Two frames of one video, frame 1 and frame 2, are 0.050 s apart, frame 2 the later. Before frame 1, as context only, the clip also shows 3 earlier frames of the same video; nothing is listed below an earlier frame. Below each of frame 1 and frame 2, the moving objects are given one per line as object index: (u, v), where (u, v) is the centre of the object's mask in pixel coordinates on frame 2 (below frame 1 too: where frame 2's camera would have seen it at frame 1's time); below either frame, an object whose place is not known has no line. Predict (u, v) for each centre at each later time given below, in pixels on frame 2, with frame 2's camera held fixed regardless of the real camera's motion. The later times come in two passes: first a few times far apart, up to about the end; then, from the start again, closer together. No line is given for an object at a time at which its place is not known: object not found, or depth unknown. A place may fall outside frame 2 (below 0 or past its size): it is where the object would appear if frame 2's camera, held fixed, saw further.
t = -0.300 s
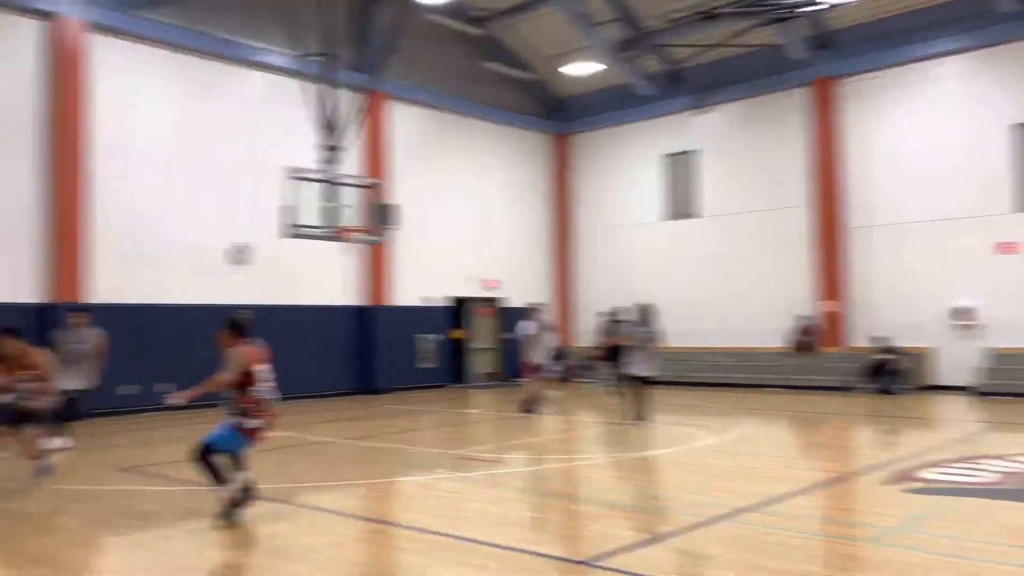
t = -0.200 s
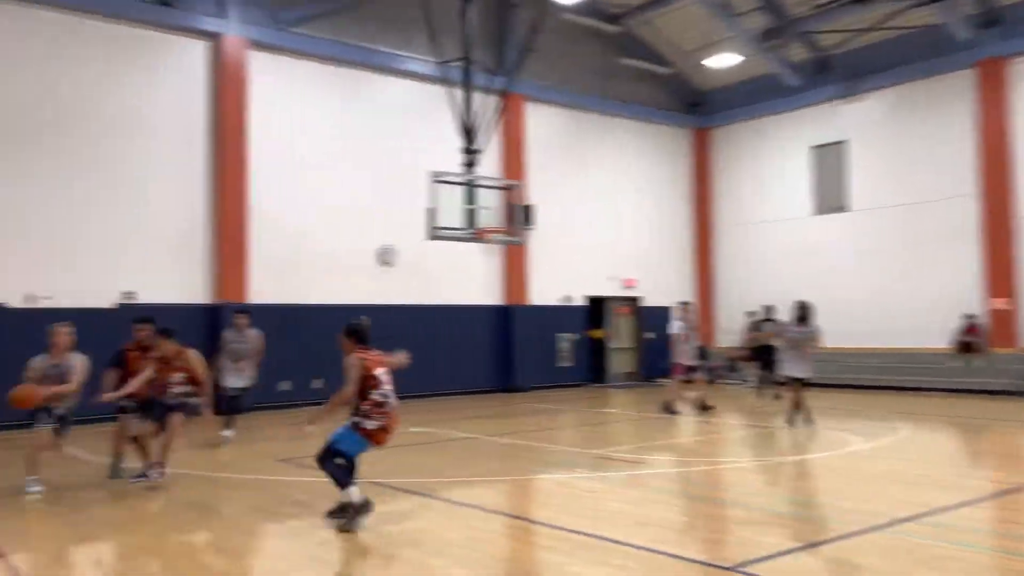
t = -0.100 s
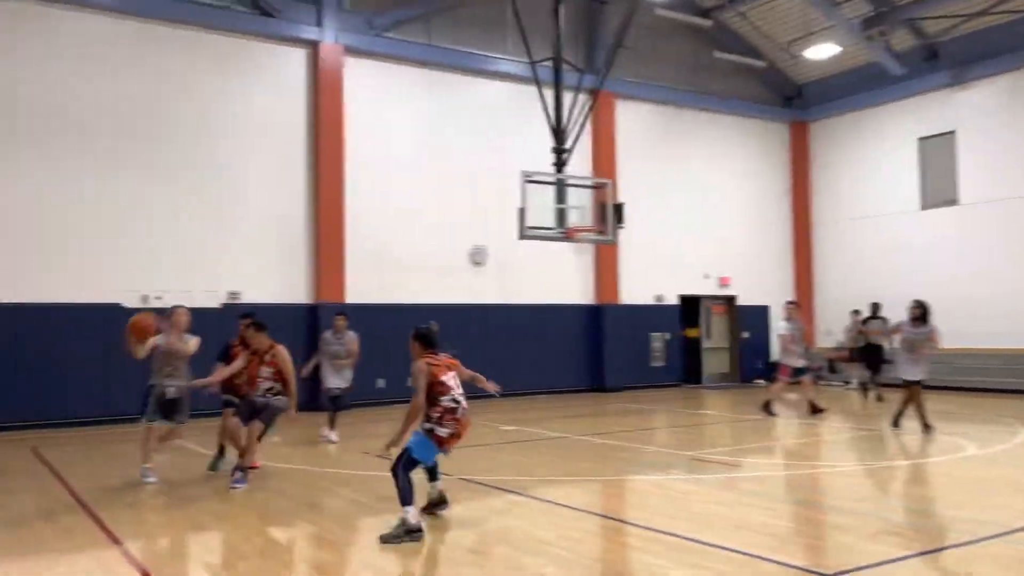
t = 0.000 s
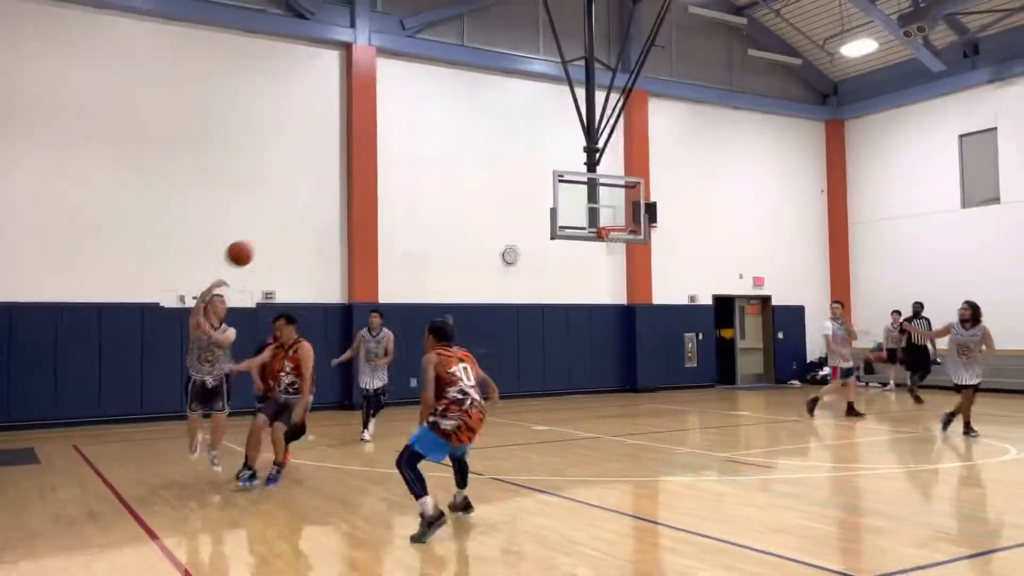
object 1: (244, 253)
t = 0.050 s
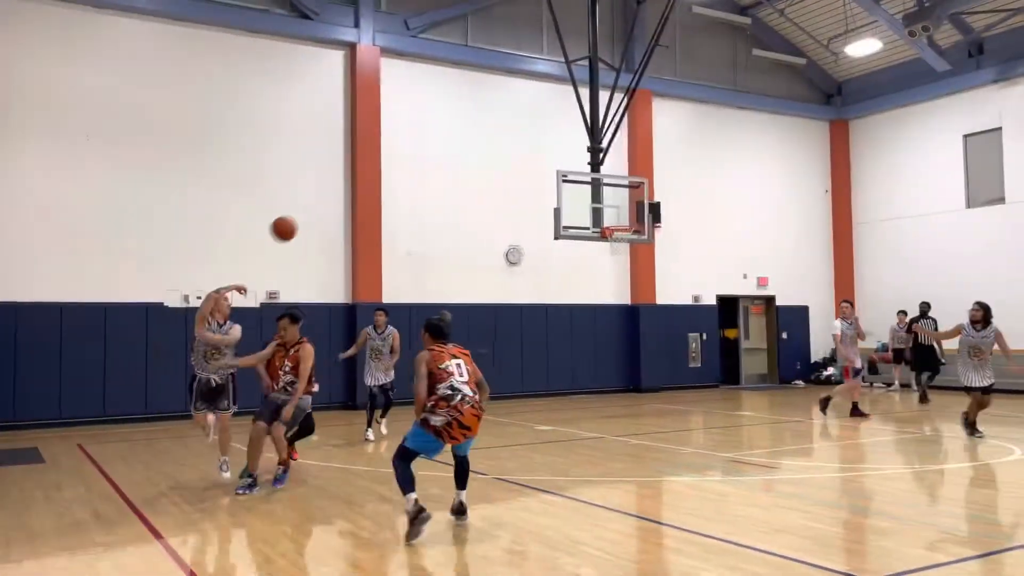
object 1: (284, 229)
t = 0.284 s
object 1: (445, 156)
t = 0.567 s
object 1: (598, 141)
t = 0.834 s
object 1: (719, 180)
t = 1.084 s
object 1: (818, 254)
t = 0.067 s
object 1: (297, 221)
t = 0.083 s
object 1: (309, 214)
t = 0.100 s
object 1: (322, 207)
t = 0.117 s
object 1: (334, 201)
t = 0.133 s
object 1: (345, 195)
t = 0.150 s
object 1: (356, 190)
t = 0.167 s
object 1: (369, 186)
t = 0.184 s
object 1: (380, 180)
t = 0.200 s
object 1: (392, 175)
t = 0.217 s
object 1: (403, 170)
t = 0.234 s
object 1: (413, 166)
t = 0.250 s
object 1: (424, 162)
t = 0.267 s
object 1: (434, 159)
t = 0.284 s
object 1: (445, 156)
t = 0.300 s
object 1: (455, 153)
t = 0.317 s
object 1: (465, 150)
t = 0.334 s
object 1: (475, 148)
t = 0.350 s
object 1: (484, 146)
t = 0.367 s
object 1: (494, 144)
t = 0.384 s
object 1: (503, 143)
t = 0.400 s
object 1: (512, 141)
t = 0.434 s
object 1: (531, 139)
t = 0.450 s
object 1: (540, 139)
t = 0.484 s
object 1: (557, 138)
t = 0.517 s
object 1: (574, 138)
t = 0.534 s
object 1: (583, 139)
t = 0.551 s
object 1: (591, 140)
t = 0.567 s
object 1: (598, 141)
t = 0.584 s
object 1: (605, 142)
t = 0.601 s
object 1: (616, 144)
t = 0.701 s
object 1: (662, 155)
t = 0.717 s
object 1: (669, 157)
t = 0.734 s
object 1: (677, 160)
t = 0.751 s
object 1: (684, 163)
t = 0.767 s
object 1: (691, 166)
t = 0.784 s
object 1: (698, 169)
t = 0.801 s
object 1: (705, 173)
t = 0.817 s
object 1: (712, 176)
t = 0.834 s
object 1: (719, 180)
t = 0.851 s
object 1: (726, 184)
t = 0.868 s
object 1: (733, 188)
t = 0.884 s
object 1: (740, 192)
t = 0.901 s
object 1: (747, 196)
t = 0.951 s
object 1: (767, 210)
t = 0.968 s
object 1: (774, 215)
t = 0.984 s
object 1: (780, 220)
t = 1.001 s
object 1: (786, 226)
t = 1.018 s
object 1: (793, 231)
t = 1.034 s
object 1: (799, 237)
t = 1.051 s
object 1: (805, 242)
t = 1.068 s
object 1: (811, 248)
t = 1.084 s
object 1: (818, 254)
